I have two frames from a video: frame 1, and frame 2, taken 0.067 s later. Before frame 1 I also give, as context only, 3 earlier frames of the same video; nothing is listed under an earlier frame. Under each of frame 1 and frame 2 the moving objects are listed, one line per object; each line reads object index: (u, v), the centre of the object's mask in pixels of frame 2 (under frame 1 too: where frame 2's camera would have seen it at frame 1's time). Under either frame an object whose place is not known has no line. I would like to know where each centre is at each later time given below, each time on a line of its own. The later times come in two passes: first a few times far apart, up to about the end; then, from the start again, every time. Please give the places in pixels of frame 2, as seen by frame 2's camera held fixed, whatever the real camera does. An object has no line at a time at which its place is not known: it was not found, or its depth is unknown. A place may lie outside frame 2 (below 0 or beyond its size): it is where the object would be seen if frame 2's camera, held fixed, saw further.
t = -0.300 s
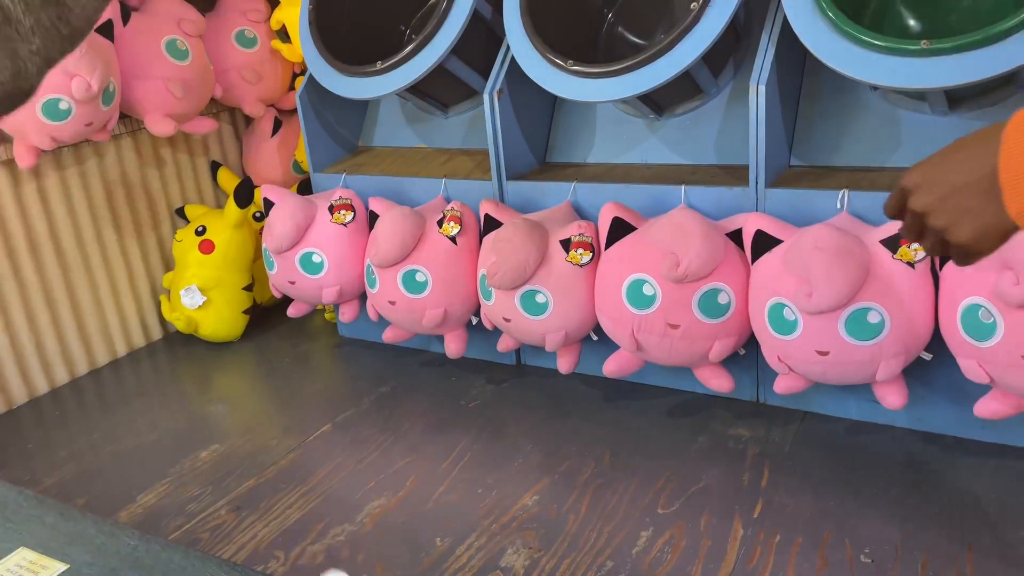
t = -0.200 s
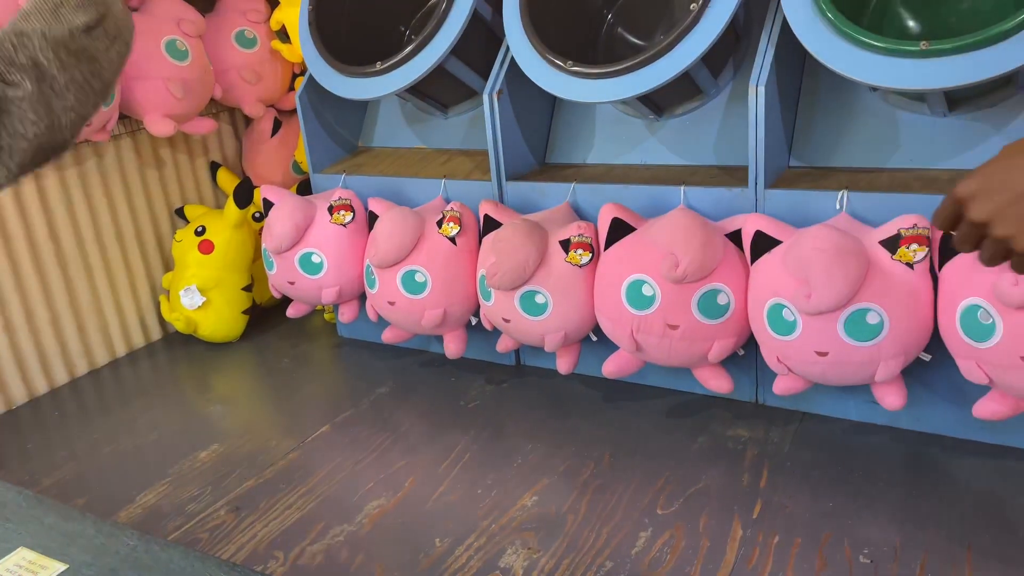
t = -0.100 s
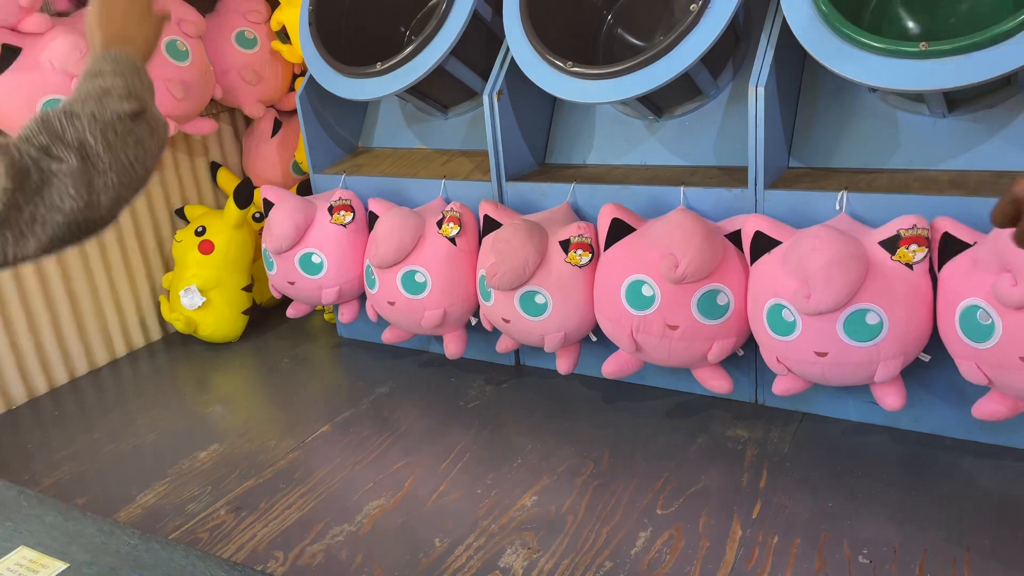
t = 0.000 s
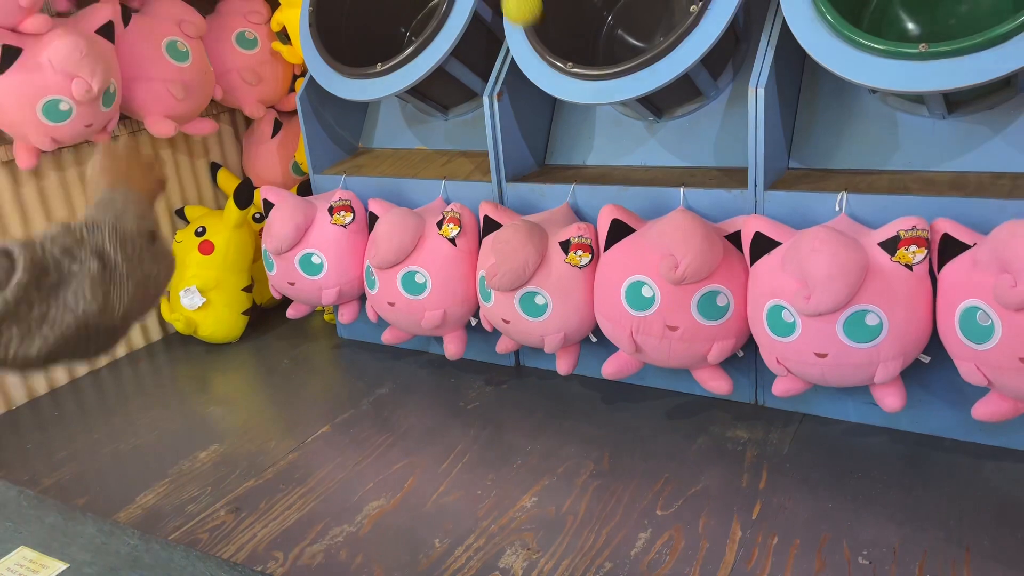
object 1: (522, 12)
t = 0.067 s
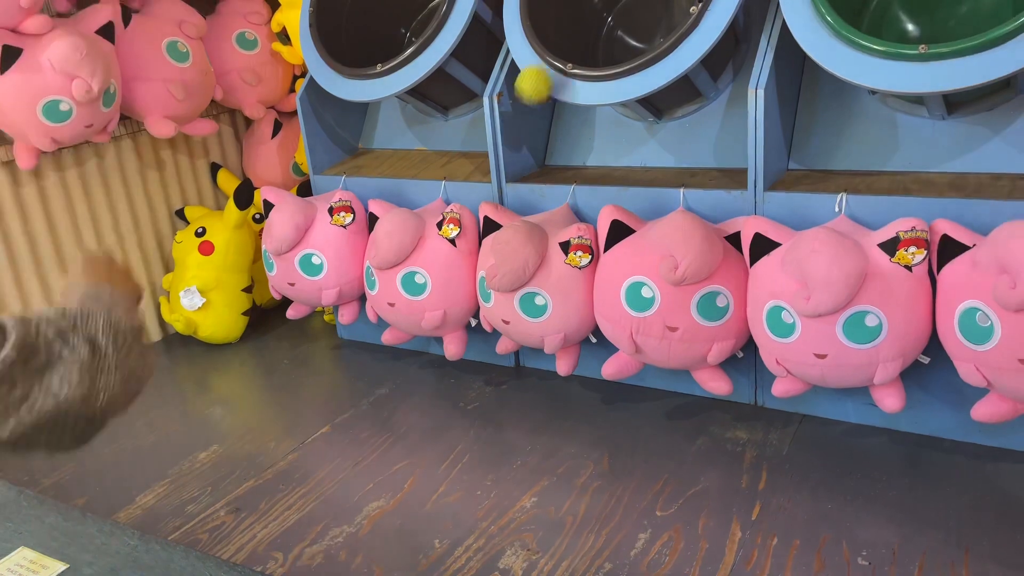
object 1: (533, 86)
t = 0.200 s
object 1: (460, 254)
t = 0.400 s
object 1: (330, 355)
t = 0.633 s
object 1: (118, 330)
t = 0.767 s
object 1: (14, 409)
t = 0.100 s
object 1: (516, 121)
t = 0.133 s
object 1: (495, 162)
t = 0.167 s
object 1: (478, 207)
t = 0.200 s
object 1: (460, 254)
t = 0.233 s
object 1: (444, 305)
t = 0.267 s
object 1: (427, 357)
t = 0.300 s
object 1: (412, 411)
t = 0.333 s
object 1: (386, 394)
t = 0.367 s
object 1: (359, 374)
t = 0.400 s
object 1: (330, 355)
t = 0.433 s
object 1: (301, 340)
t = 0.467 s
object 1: (272, 329)
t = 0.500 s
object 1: (243, 322)
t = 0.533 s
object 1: (212, 318)
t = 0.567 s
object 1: (180, 317)
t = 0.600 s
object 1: (148, 322)
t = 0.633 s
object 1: (118, 330)
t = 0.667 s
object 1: (89, 343)
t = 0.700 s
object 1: (59, 361)
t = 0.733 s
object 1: (29, 384)
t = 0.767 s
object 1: (14, 409)
